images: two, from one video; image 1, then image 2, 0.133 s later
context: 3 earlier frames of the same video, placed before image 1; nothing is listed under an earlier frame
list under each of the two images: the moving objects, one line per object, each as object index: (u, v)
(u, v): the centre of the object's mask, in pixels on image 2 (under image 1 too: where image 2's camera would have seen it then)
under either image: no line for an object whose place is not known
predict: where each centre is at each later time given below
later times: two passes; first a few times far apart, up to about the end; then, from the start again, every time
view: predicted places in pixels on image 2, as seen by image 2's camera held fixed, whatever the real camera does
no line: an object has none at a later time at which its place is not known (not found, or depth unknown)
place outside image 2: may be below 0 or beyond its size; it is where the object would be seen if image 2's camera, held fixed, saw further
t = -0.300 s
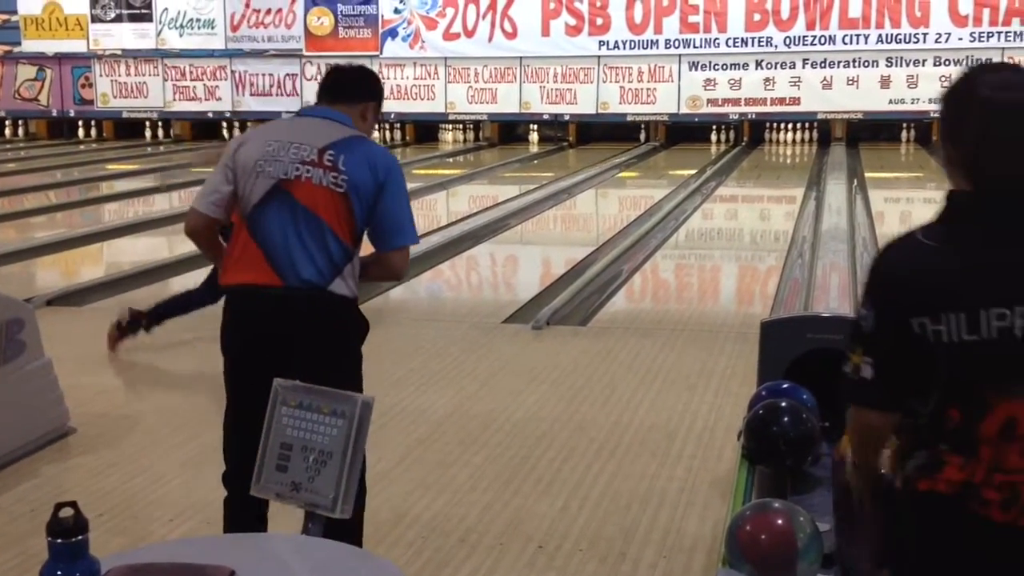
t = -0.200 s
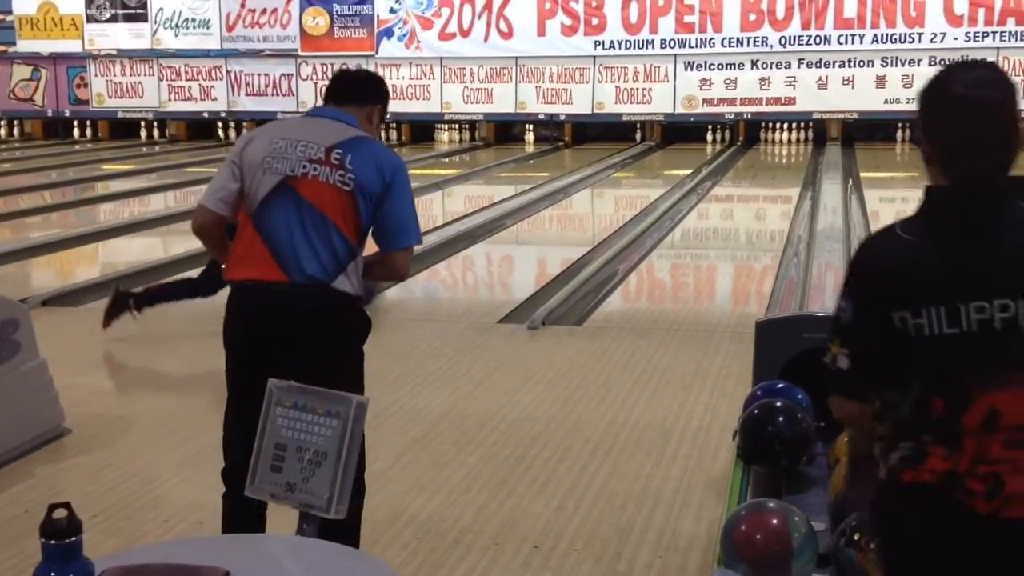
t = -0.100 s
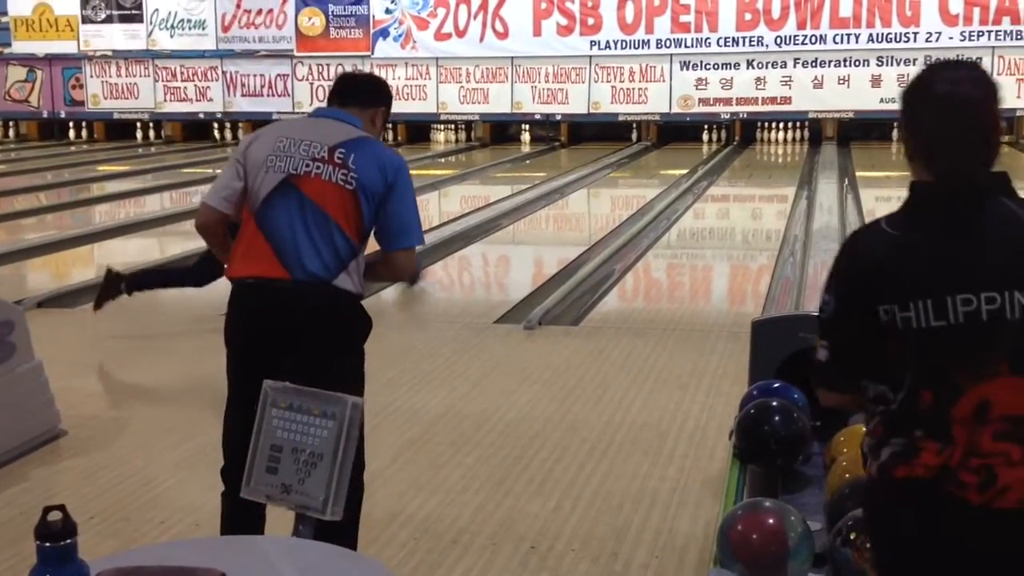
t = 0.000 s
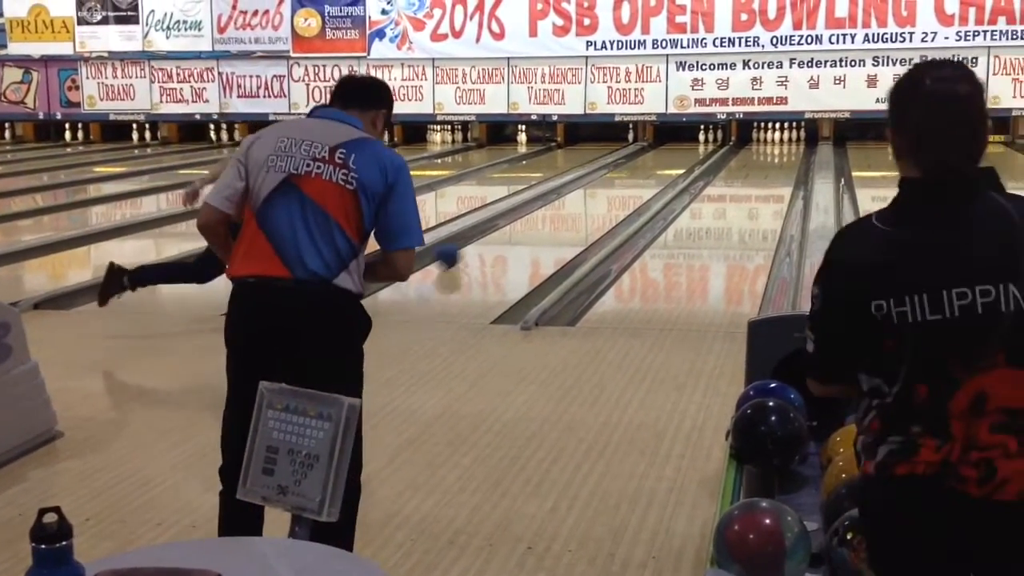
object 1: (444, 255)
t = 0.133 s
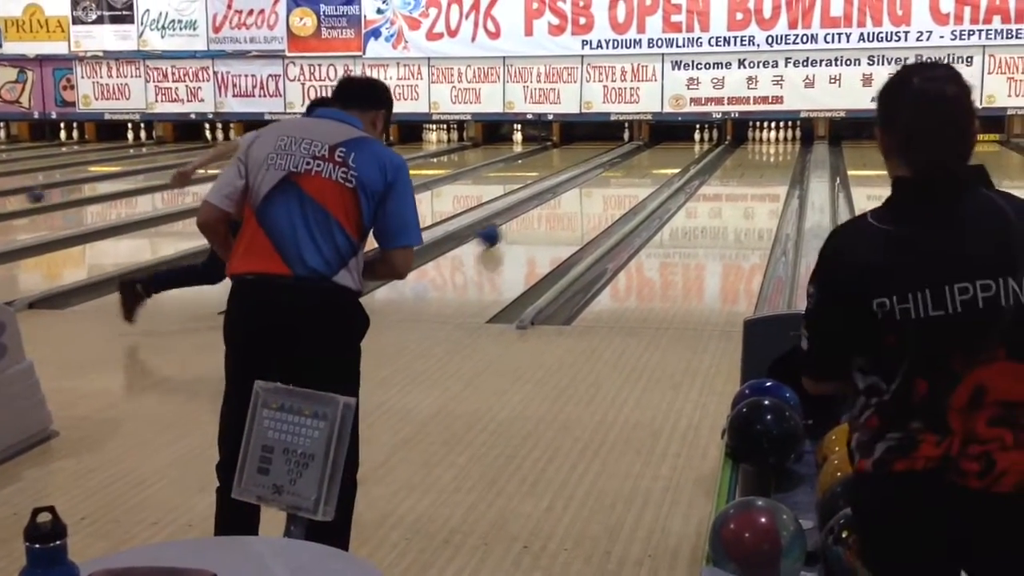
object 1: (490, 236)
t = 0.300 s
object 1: (534, 217)
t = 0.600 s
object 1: (594, 190)
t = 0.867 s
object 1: (632, 174)
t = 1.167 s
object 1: (661, 162)
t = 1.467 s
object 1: (682, 151)
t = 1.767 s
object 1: (695, 141)
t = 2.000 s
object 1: (704, 137)
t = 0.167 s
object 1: (499, 231)
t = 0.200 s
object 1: (509, 228)
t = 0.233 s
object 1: (518, 224)
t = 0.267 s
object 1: (526, 220)
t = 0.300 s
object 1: (534, 217)
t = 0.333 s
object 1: (542, 213)
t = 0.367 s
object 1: (550, 210)
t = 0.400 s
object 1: (557, 207)
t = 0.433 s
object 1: (564, 203)
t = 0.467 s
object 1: (571, 200)
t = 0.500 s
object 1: (577, 198)
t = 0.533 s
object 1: (583, 195)
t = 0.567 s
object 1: (589, 193)
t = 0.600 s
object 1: (594, 190)
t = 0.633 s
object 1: (600, 188)
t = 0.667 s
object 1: (605, 186)
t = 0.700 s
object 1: (610, 184)
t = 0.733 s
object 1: (614, 182)
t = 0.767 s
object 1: (620, 180)
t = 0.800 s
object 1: (624, 179)
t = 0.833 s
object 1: (628, 176)
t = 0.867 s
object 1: (632, 174)
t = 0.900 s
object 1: (636, 172)
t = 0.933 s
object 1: (640, 170)
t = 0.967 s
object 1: (643, 170)
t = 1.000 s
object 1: (647, 168)
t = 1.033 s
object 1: (650, 167)
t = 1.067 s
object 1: (653, 165)
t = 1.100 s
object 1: (656, 163)
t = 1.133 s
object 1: (659, 163)
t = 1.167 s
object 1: (661, 162)
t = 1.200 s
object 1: (664, 160)
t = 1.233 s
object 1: (667, 159)
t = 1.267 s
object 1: (670, 158)
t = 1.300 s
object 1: (672, 156)
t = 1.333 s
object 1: (675, 155)
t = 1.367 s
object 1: (677, 154)
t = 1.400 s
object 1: (677, 153)
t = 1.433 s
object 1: (681, 151)
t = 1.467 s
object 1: (682, 151)
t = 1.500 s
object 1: (684, 150)
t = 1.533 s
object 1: (685, 149)
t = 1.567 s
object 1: (686, 147)
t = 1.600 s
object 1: (689, 144)
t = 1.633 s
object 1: (691, 144)
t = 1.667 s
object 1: (691, 144)
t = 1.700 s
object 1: (693, 143)
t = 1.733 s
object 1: (693, 142)
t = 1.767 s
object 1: (695, 141)
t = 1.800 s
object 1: (695, 141)
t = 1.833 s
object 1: (696, 140)
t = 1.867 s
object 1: (697, 139)
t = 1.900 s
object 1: (699, 139)
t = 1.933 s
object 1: (699, 138)
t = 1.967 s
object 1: (701, 136)
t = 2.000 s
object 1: (704, 137)
